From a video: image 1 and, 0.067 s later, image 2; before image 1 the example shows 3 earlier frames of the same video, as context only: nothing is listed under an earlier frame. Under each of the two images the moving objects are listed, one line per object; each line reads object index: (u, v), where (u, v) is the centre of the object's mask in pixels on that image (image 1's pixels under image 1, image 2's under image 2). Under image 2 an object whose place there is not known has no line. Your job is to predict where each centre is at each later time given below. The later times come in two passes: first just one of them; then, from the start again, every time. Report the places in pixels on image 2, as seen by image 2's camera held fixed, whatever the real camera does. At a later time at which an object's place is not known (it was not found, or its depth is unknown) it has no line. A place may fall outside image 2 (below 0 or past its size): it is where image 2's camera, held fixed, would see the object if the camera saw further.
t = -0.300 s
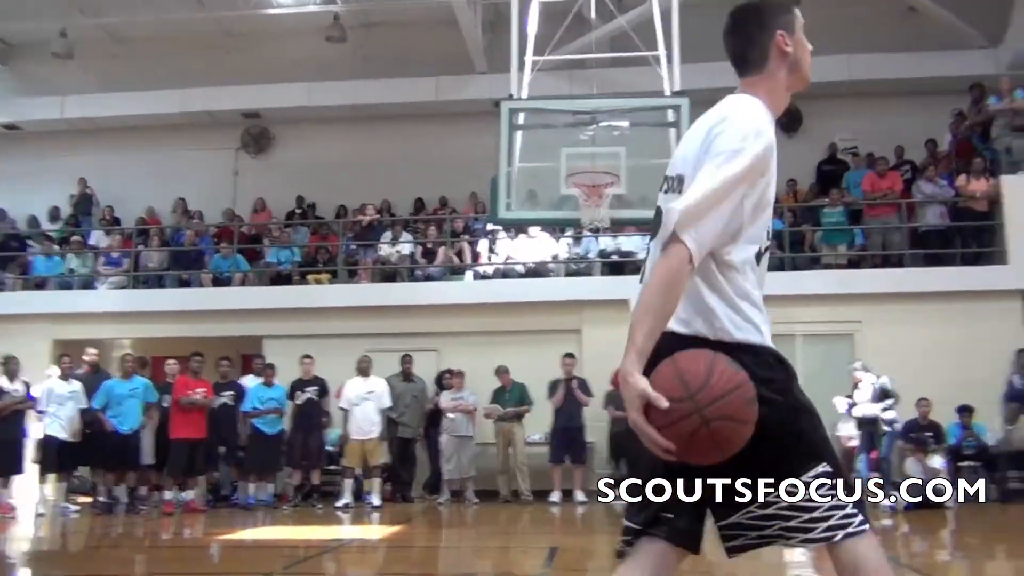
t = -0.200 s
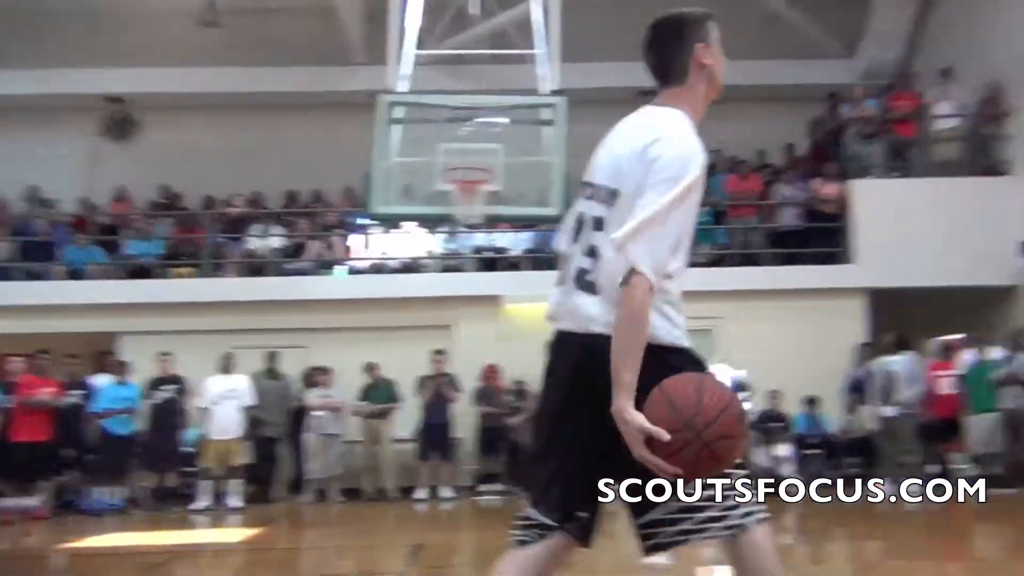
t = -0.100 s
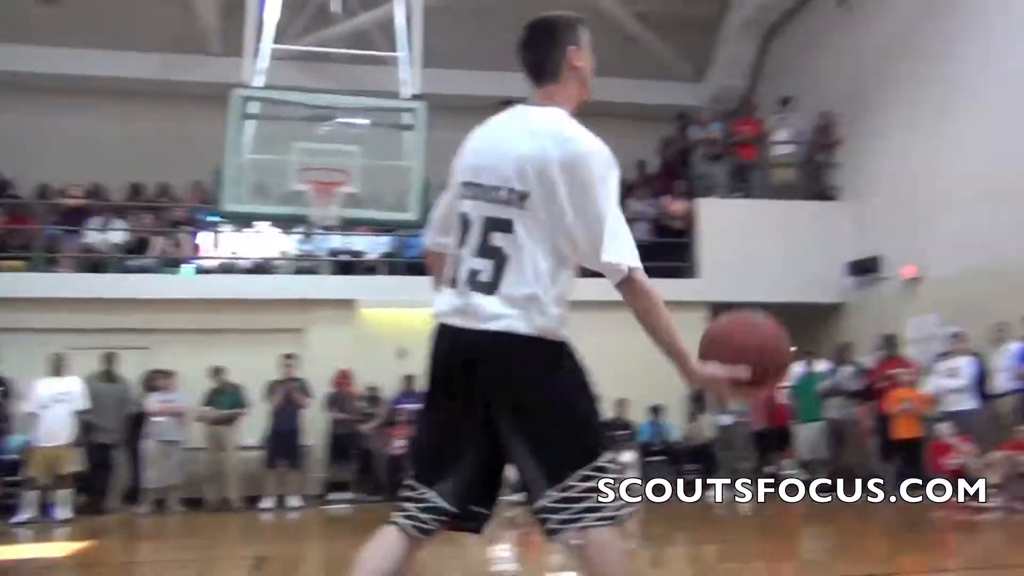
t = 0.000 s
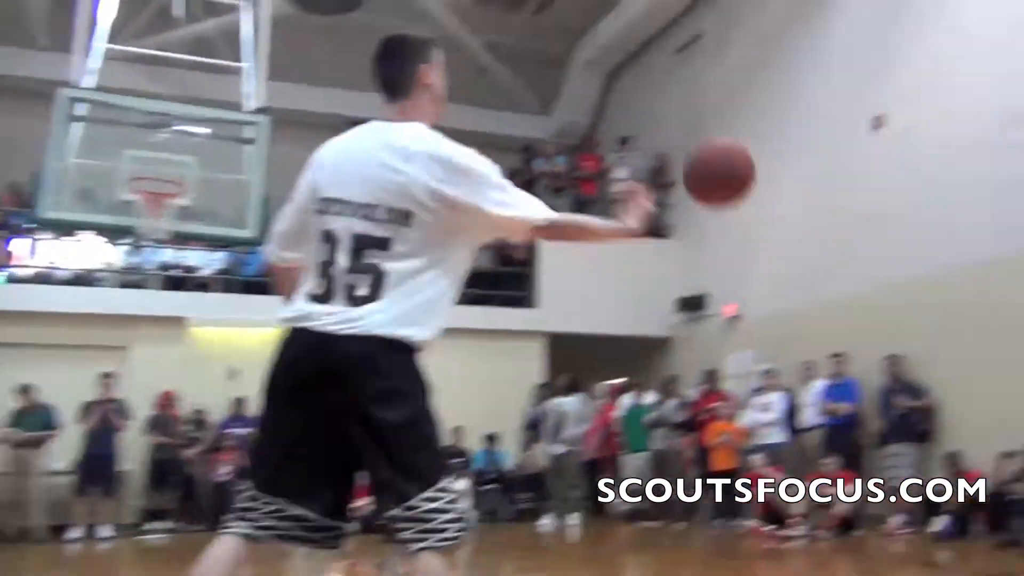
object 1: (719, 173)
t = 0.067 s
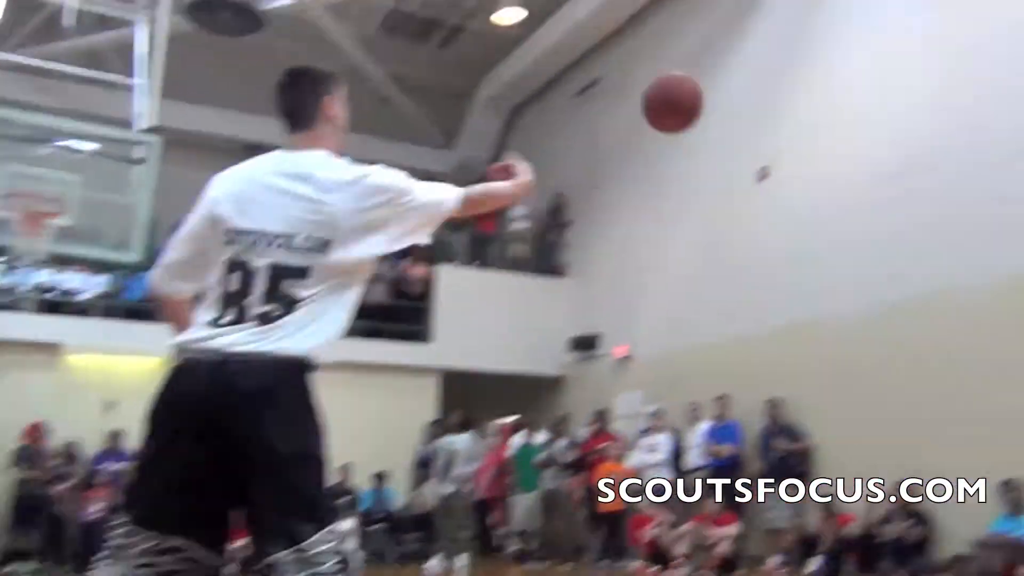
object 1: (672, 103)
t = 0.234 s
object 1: (774, -48)
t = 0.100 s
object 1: (696, 59)
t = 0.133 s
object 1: (718, 24)
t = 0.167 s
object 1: (739, -6)
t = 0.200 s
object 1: (757, -28)
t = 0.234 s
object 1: (774, -48)
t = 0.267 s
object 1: (789, -63)
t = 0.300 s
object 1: (800, -74)
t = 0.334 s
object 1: (814, -83)
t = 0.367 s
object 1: (825, -89)
